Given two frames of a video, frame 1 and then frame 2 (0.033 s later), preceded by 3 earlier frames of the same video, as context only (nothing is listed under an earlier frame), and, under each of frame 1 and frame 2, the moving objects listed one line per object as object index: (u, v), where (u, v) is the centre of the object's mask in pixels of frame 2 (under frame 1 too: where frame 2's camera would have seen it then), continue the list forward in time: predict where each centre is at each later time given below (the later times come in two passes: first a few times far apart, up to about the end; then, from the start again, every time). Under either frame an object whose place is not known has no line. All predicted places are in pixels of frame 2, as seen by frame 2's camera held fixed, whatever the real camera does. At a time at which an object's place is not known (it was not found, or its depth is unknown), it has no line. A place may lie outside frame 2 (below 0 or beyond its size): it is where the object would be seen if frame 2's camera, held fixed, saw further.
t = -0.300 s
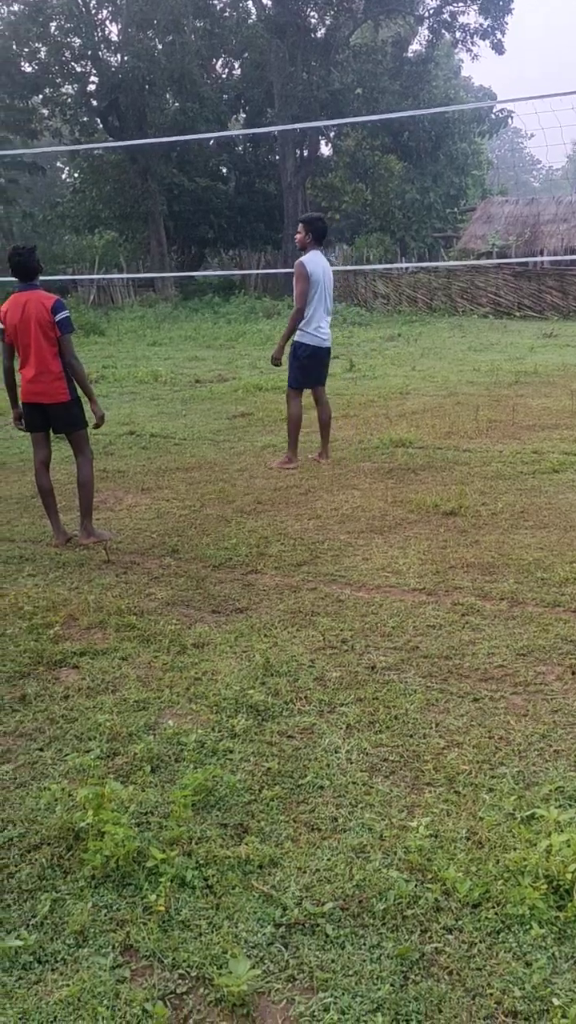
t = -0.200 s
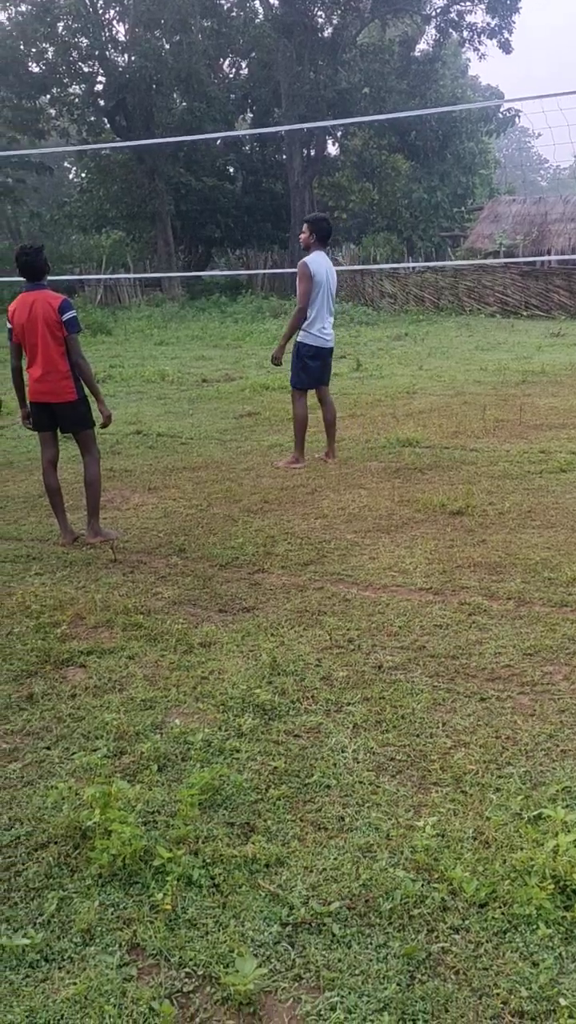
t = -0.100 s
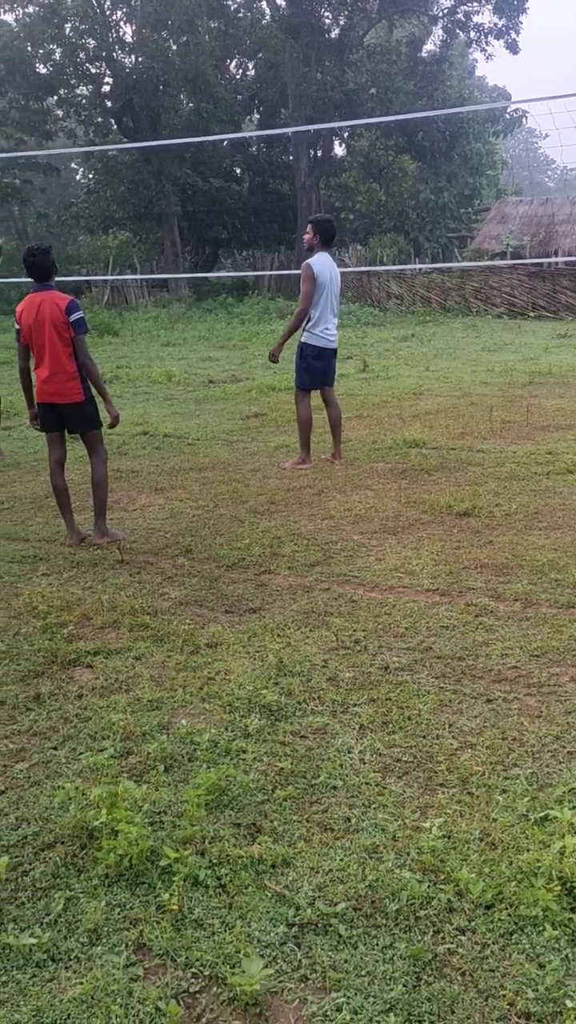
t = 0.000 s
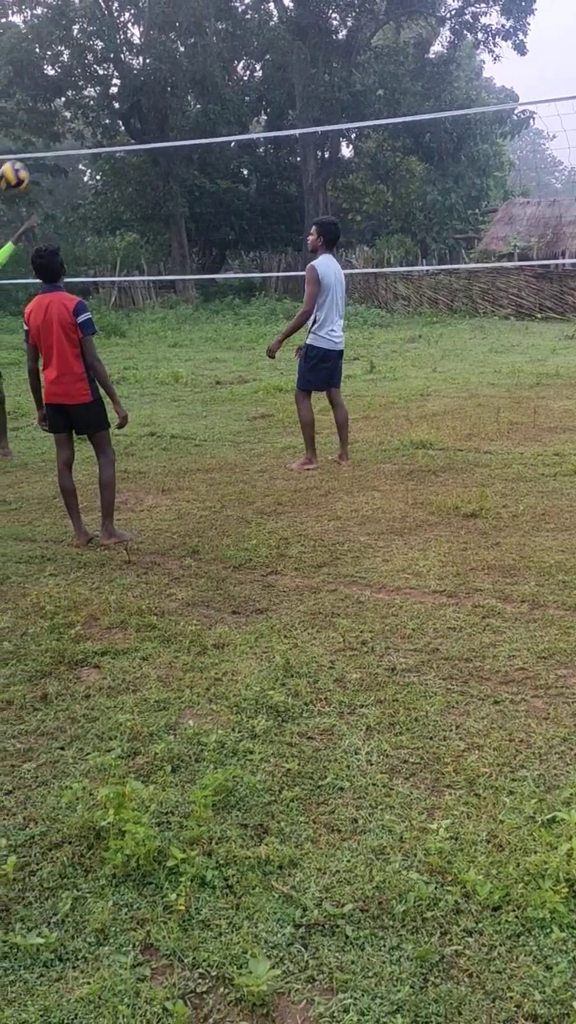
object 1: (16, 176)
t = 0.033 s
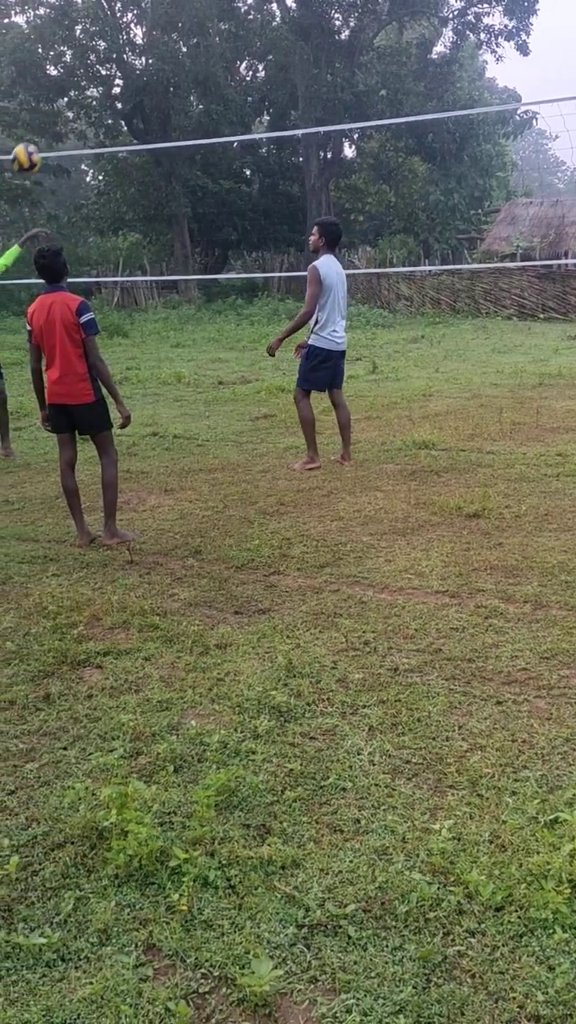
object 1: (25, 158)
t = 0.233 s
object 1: (94, 82)
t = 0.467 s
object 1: (186, 61)
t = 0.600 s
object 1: (238, 83)
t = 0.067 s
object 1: (36, 142)
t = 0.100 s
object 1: (47, 127)
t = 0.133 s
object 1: (58, 114)
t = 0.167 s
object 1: (70, 101)
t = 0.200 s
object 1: (81, 91)
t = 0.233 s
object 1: (94, 82)
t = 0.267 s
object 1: (107, 75)
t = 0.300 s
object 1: (120, 69)
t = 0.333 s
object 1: (134, 64)
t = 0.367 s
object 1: (145, 61)
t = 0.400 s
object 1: (160, 59)
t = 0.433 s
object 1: (173, 59)
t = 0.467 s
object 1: (186, 61)
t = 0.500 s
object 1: (200, 64)
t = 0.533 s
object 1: (213, 69)
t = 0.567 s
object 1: (227, 75)
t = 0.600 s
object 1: (238, 83)
